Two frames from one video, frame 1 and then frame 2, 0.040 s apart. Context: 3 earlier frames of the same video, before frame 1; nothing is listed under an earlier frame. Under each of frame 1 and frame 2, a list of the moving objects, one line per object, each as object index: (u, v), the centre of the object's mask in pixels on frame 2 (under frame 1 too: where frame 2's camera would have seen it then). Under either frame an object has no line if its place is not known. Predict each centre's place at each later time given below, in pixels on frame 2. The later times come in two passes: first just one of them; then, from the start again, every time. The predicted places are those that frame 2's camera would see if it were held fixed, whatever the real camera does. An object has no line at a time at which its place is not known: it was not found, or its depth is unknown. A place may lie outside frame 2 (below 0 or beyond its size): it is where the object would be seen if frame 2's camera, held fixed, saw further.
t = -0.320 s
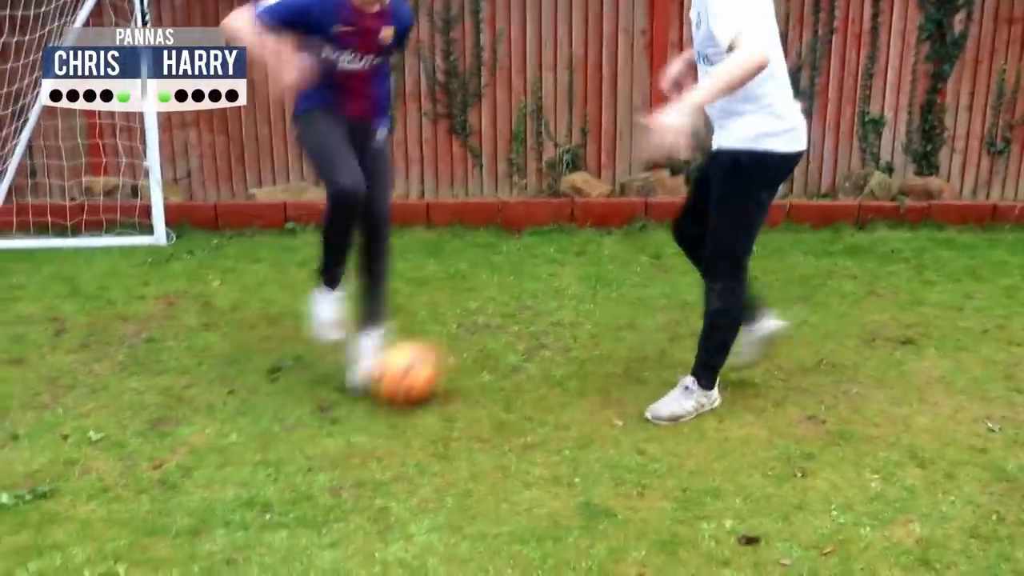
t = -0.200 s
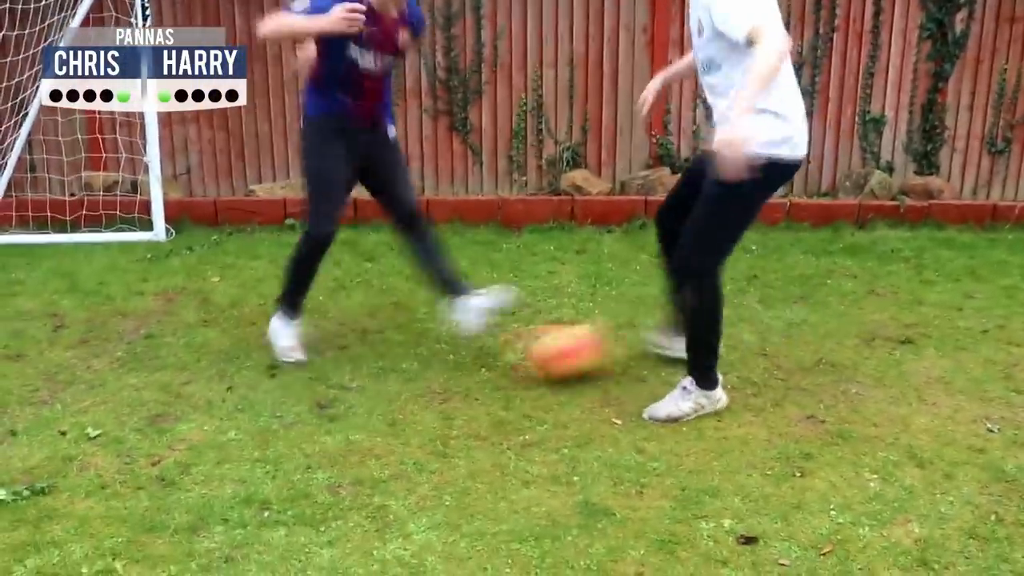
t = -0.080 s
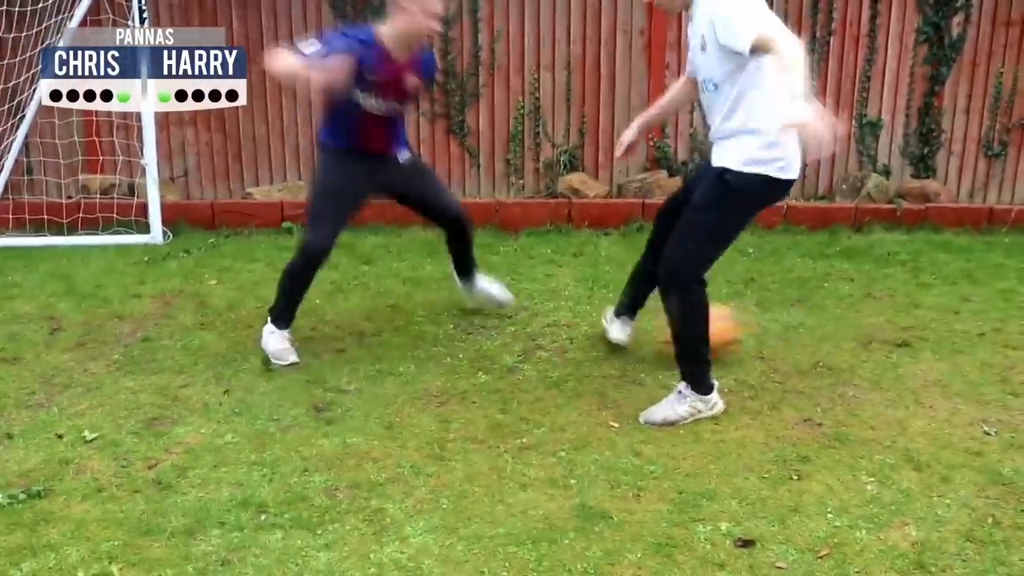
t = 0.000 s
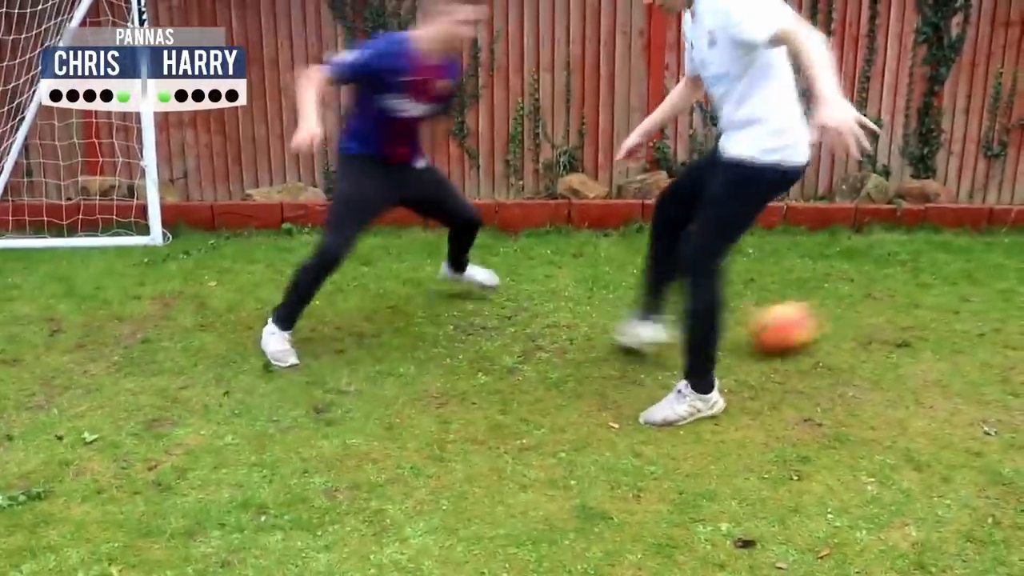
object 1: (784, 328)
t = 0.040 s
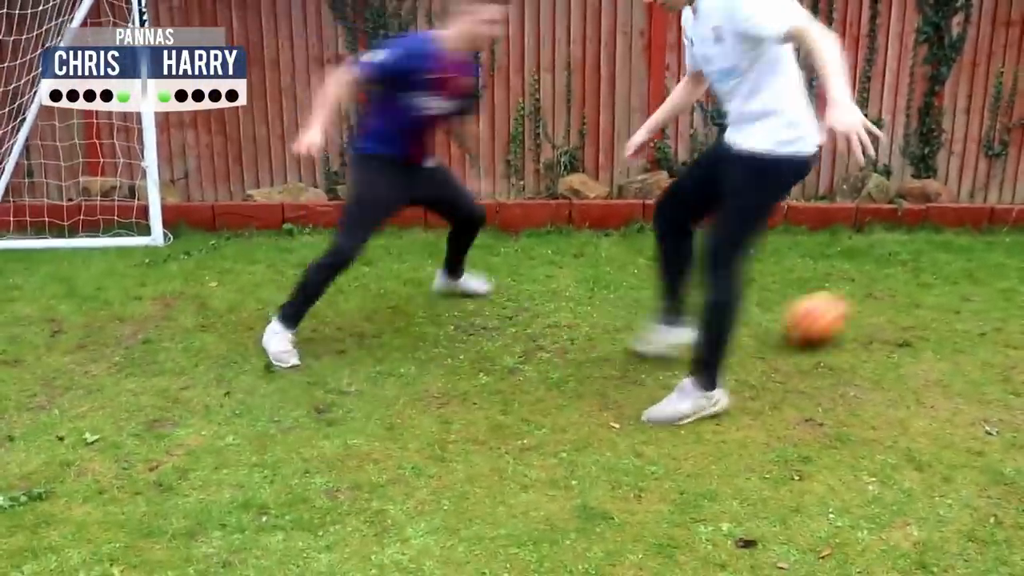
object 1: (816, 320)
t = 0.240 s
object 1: (944, 295)
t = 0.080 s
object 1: (845, 313)
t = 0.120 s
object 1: (872, 308)
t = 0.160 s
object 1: (897, 306)
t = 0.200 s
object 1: (922, 299)
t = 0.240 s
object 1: (944, 295)
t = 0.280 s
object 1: (964, 289)
